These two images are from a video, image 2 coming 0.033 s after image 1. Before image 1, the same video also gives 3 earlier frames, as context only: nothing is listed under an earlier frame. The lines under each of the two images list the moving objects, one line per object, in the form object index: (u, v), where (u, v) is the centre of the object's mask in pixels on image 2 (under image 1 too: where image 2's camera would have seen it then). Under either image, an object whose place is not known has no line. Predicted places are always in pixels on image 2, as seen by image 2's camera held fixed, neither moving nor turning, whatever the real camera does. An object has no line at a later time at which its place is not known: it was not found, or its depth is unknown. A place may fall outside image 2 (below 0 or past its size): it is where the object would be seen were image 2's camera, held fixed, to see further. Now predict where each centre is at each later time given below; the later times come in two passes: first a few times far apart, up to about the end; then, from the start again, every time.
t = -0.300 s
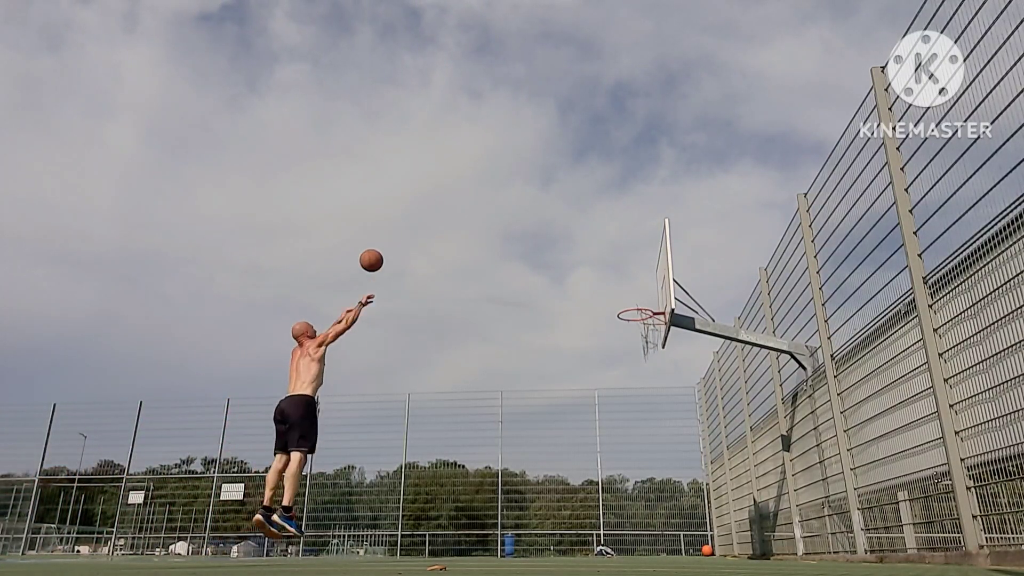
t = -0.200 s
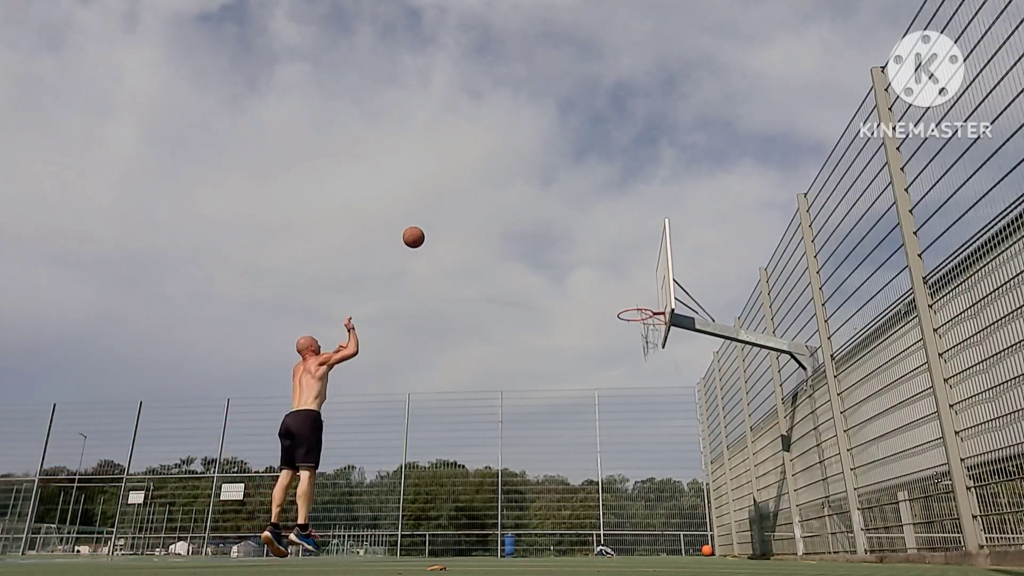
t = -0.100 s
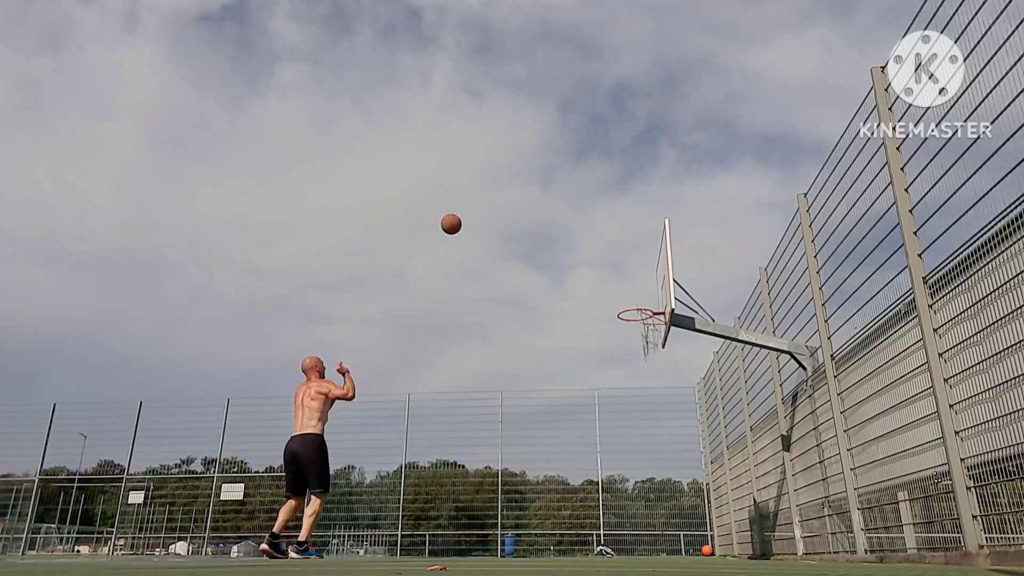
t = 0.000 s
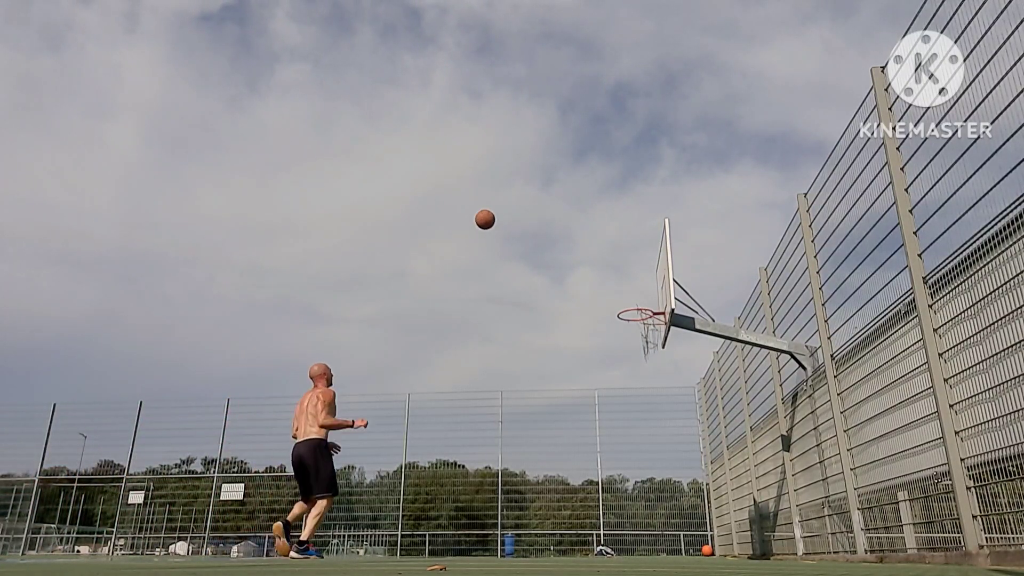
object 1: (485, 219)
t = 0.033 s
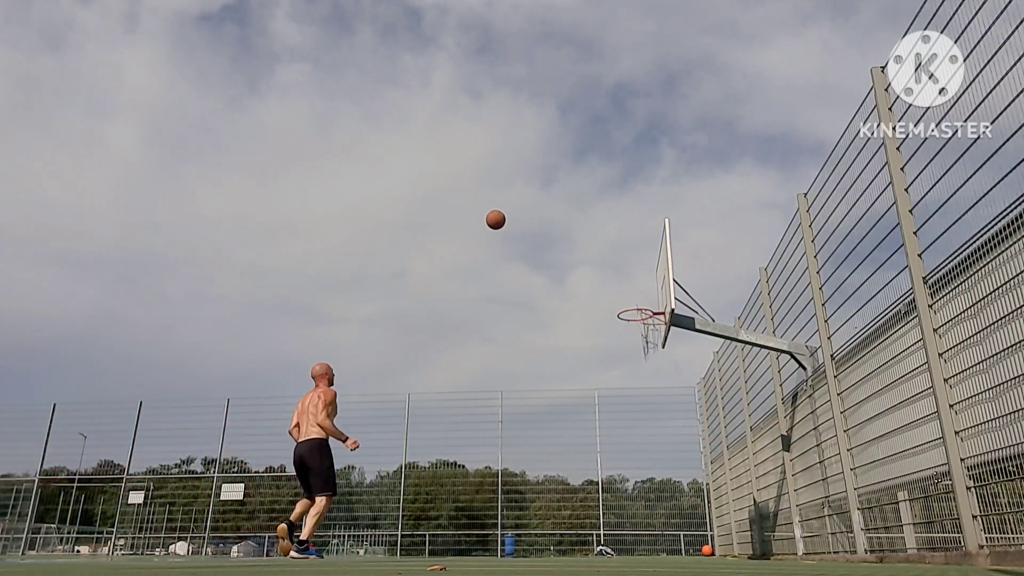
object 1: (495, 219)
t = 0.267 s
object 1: (563, 242)
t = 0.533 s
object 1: (633, 308)
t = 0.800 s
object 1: (617, 281)
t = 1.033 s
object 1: (596, 281)
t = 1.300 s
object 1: (575, 322)
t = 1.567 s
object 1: (557, 409)
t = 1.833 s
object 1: (542, 548)
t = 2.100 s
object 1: (525, 440)
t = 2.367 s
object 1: (511, 384)
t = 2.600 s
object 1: (499, 373)
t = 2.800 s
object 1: (489, 391)
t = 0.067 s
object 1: (506, 220)
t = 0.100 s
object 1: (516, 222)
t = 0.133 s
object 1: (526, 225)
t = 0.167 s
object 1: (535, 228)
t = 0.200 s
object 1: (545, 232)
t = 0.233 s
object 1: (554, 237)
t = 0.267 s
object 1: (563, 242)
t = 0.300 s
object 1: (572, 248)
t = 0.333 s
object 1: (581, 255)
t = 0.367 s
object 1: (590, 262)
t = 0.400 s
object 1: (599, 270)
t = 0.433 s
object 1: (607, 278)
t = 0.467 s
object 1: (616, 288)
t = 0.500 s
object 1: (624, 297)
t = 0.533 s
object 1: (633, 308)
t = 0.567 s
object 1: (638, 313)
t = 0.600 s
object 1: (637, 309)
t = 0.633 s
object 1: (635, 303)
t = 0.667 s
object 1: (631, 297)
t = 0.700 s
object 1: (628, 292)
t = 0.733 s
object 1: (624, 288)
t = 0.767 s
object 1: (621, 284)
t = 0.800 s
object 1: (617, 281)
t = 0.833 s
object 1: (614, 279)
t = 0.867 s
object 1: (611, 278)
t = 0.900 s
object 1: (608, 277)
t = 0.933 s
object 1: (605, 277)
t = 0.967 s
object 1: (602, 278)
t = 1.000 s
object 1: (599, 279)
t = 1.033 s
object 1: (596, 281)
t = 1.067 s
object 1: (593, 284)
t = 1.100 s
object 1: (590, 288)
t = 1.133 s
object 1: (588, 292)
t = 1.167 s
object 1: (585, 296)
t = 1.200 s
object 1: (582, 302)
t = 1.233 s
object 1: (580, 308)
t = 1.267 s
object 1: (577, 315)
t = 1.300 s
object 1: (575, 322)
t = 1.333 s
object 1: (573, 331)
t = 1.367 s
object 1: (570, 340)
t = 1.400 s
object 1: (568, 349)
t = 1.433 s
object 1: (566, 360)
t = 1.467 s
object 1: (563, 371)
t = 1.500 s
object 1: (561, 383)
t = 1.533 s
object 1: (559, 395)
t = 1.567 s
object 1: (557, 409)
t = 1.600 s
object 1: (555, 423)
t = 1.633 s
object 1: (553, 439)
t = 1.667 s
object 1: (551, 454)
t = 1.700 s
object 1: (549, 471)
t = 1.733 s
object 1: (547, 489)
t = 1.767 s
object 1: (545, 508)
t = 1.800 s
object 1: (543, 528)
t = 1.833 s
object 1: (542, 548)
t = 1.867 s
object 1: (539, 532)
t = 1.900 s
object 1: (537, 516)
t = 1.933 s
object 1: (535, 501)
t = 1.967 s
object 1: (532, 487)
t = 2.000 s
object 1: (531, 474)
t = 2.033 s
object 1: (529, 462)
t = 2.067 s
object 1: (527, 450)
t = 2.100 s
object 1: (525, 440)
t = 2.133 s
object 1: (523, 430)
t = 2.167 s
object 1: (521, 421)
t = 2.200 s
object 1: (520, 413)
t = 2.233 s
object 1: (518, 406)
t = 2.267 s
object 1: (516, 400)
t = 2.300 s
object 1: (514, 394)
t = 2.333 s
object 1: (513, 389)
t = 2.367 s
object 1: (511, 384)
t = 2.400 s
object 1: (509, 381)
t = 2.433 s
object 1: (508, 378)
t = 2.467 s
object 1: (506, 376)
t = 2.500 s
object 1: (504, 374)
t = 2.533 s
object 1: (503, 373)
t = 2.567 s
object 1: (501, 373)
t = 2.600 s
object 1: (499, 373)
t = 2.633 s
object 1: (497, 375)
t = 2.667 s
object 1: (496, 376)
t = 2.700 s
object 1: (494, 379)
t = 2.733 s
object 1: (493, 382)
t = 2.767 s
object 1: (491, 386)
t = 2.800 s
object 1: (489, 391)
